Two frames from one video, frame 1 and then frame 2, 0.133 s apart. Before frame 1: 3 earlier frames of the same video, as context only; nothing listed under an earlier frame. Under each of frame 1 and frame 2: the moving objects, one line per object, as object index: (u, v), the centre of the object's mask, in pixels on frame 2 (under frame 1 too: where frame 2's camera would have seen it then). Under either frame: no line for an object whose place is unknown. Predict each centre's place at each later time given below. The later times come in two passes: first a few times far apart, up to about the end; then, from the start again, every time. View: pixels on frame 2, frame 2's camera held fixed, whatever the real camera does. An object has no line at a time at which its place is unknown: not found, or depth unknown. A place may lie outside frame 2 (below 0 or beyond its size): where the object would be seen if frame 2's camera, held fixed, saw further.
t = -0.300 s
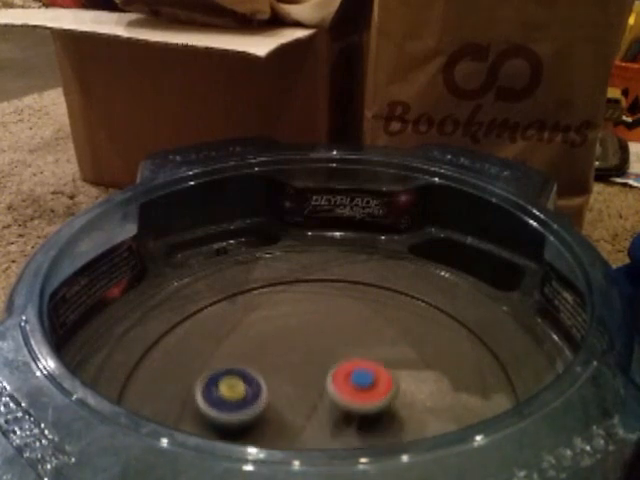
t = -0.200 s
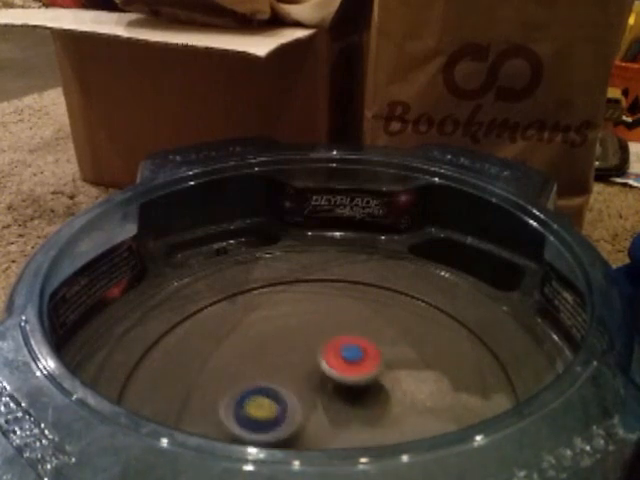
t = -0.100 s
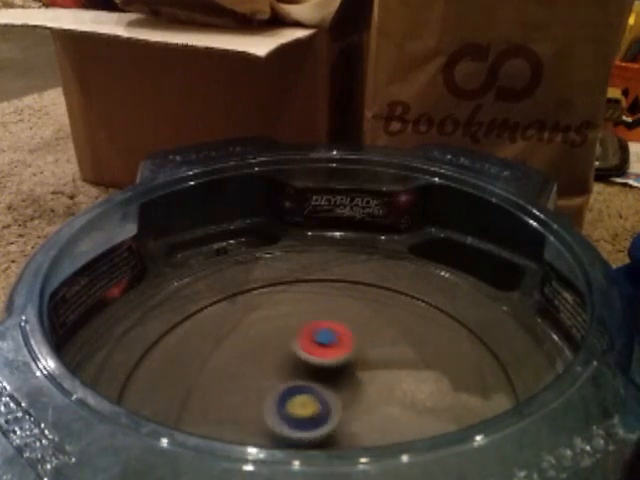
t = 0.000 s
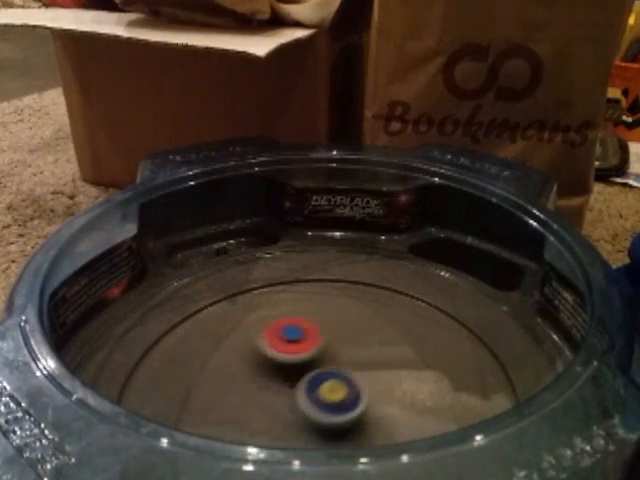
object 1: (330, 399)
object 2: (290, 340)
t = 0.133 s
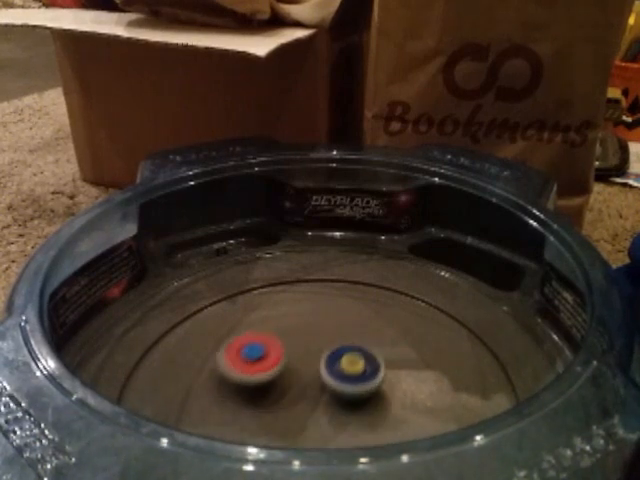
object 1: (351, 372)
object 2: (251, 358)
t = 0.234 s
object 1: (344, 351)
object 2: (243, 387)
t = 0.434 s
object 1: (296, 344)
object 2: (310, 422)
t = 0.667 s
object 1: (285, 389)
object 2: (384, 388)
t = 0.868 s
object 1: (330, 412)
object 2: (354, 343)
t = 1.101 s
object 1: (382, 396)
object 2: (270, 356)
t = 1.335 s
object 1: (347, 372)
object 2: (270, 423)
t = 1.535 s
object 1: (306, 388)
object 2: (354, 429)
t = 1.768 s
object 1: (287, 420)
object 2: (384, 378)
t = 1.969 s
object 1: (316, 428)
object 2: (314, 348)
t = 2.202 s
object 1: (332, 410)
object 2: (236, 384)
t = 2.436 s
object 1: (297, 379)
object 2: (281, 431)
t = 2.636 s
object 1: (257, 381)
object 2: (355, 420)
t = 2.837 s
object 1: (258, 410)
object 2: (363, 367)
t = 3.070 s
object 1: (313, 395)
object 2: (292, 339)
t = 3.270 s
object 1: (328, 365)
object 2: (239, 369)
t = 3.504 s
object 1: (295, 352)
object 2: (285, 421)
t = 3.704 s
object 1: (279, 383)
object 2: (360, 413)
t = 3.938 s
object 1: (326, 405)
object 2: (370, 358)
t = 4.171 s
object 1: (370, 394)
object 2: (301, 344)
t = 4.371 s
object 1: (353, 369)
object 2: (255, 389)
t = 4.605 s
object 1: (305, 379)
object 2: (305, 429)
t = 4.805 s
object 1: (285, 410)
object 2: (374, 419)
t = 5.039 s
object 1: (316, 426)
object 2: (360, 362)
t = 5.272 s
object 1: (342, 407)
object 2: (273, 355)
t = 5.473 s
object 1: (321, 381)
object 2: (234, 401)
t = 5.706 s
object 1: (279, 369)
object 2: (308, 430)
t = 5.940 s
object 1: (255, 394)
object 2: (368, 388)
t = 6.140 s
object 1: (285, 407)
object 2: (330, 342)
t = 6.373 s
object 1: (330, 392)
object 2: (255, 352)
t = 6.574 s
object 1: (341, 366)
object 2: (252, 408)
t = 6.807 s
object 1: (306, 357)
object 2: (344, 421)
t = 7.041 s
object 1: (286, 385)
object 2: (382, 371)
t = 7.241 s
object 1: (307, 411)
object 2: (330, 342)
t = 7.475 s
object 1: (354, 415)
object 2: (257, 375)
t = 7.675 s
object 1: (361, 387)
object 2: (274, 424)
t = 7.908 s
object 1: (316, 374)
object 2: (354, 425)
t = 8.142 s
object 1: (268, 391)
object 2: (364, 376)
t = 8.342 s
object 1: (270, 415)
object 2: (302, 354)
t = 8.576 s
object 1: (313, 415)
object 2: (242, 386)
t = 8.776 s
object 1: (327, 385)
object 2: (280, 423)
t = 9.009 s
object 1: (299, 362)
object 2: (350, 408)
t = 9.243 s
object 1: (268, 384)
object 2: (351, 357)
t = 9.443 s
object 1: (302, 403)
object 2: (297, 343)
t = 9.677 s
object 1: (348, 394)
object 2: (255, 386)
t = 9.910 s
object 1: (346, 366)
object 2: (309, 421)
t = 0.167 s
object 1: (351, 364)
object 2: (245, 367)
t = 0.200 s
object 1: (348, 357)
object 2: (243, 377)
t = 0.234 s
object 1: (344, 351)
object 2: (243, 387)
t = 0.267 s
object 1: (337, 346)
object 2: (247, 398)
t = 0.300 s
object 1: (330, 342)
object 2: (255, 408)
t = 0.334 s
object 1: (323, 340)
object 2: (267, 415)
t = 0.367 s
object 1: (314, 340)
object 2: (281, 419)
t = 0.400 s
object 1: (305, 340)
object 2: (295, 421)
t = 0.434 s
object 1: (296, 344)
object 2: (310, 422)
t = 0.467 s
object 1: (289, 348)
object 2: (326, 422)
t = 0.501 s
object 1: (283, 353)
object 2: (340, 420)
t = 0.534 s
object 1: (278, 361)
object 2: (353, 417)
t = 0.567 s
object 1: (276, 368)
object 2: (364, 412)
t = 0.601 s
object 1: (277, 376)
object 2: (373, 405)
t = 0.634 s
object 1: (280, 383)
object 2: (381, 396)
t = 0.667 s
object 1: (285, 389)
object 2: (384, 388)
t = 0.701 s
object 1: (290, 394)
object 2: (385, 378)
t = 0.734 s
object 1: (297, 399)
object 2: (383, 369)
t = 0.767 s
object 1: (304, 404)
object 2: (379, 361)
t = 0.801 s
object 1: (312, 408)
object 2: (372, 354)
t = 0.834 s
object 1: (320, 411)
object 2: (364, 348)
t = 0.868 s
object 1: (330, 412)
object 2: (354, 343)
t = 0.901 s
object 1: (339, 413)
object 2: (344, 339)
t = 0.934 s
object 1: (347, 414)
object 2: (332, 338)
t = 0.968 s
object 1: (357, 412)
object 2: (318, 338)
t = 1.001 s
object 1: (365, 411)
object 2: (305, 340)
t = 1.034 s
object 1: (373, 407)
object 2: (293, 343)
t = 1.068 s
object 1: (379, 402)
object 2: (280, 349)
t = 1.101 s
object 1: (382, 396)
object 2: (270, 356)
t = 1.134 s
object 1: (384, 391)
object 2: (260, 365)
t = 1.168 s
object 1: (383, 386)
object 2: (254, 375)
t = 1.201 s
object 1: (378, 382)
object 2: (250, 385)
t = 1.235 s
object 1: (372, 377)
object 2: (250, 397)
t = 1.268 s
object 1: (365, 374)
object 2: (253, 409)
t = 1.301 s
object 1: (357, 373)
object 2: (261, 417)
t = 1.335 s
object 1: (347, 372)
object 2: (270, 423)
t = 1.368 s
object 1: (338, 373)
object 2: (283, 427)
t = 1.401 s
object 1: (330, 374)
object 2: (298, 430)
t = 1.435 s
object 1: (323, 376)
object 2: (313, 431)
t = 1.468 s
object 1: (318, 380)
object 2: (328, 432)
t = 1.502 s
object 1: (312, 384)
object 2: (341, 431)
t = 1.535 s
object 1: (306, 388)
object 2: (354, 429)
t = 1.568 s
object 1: (298, 393)
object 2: (366, 426)
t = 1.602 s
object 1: (293, 397)
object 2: (376, 421)
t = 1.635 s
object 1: (289, 401)
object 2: (384, 416)
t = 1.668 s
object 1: (286, 407)
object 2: (390, 408)
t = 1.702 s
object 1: (284, 412)
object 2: (391, 398)
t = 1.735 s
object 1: (285, 416)
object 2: (390, 388)
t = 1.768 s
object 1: (287, 420)
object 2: (384, 378)
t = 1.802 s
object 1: (291, 423)
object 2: (376, 370)
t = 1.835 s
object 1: (295, 425)
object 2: (367, 363)
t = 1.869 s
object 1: (300, 427)
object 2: (355, 356)
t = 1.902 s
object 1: (305, 427)
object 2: (343, 352)
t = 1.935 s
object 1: (310, 428)
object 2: (329, 349)
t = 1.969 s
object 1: (316, 428)
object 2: (314, 348)
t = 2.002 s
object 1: (320, 427)
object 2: (301, 348)
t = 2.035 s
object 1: (325, 425)
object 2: (288, 350)
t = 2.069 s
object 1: (328, 424)
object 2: (273, 354)
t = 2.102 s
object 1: (331, 421)
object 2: (260, 360)
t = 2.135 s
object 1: (333, 418)
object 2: (250, 366)
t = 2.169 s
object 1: (333, 414)
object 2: (242, 374)
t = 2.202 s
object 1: (332, 410)
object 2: (236, 384)
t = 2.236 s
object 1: (330, 404)
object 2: (233, 395)
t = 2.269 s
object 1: (326, 399)
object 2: (233, 405)
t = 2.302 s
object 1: (323, 394)
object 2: (237, 413)
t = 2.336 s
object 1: (317, 390)
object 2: (245, 420)
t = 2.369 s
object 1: (310, 386)
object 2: (257, 424)
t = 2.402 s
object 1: (304, 382)
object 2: (269, 429)
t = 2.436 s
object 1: (297, 379)
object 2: (281, 431)
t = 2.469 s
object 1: (289, 378)
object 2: (294, 432)
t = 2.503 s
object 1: (282, 376)
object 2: (308, 432)
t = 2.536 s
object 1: (276, 375)
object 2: (321, 431)
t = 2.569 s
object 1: (269, 376)
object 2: (334, 429)
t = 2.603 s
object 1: (262, 378)
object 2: (345, 425)
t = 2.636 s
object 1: (257, 381)
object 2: (355, 420)
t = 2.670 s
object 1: (253, 386)
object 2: (363, 414)
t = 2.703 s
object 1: (252, 391)
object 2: (368, 404)
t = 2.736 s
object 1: (253, 396)
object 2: (370, 394)
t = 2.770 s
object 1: (254, 401)
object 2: (371, 385)
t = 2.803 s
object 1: (256, 408)
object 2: (367, 376)
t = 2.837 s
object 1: (258, 410)
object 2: (363, 367)
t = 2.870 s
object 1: (265, 410)
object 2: (356, 360)
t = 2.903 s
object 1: (274, 411)
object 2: (346, 352)
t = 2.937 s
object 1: (285, 409)
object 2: (336, 347)
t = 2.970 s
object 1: (294, 407)
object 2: (326, 343)
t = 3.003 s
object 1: (302, 404)
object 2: (314, 341)
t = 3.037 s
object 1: (307, 399)
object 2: (303, 339)
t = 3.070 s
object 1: (313, 395)
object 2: (292, 339)
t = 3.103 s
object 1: (318, 391)
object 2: (279, 340)
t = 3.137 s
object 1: (321, 386)
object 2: (268, 344)
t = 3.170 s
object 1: (324, 380)
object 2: (258, 348)
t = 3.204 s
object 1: (326, 376)
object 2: (250, 354)
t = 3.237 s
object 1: (328, 370)
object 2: (243, 361)
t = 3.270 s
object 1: (328, 365)
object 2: (239, 369)
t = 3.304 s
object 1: (326, 361)
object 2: (237, 379)
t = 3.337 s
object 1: (323, 358)
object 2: (237, 388)
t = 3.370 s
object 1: (318, 355)
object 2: (241, 398)
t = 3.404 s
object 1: (313, 353)
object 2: (250, 409)
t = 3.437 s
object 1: (307, 352)
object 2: (261, 415)
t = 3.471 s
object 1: (301, 352)
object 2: (273, 419)
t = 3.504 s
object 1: (295, 352)
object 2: (285, 421)
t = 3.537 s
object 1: (287, 355)
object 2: (298, 423)
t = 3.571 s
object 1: (281, 360)
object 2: (312, 423)
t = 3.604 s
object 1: (276, 365)
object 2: (326, 422)
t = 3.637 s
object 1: (275, 372)
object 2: (337, 421)
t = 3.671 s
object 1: (277, 377)
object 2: (349, 417)
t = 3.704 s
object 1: (279, 383)
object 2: (360, 413)
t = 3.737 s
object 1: (283, 387)
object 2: (369, 406)
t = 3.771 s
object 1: (288, 392)
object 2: (375, 398)
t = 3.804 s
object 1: (295, 396)
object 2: (380, 390)
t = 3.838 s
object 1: (302, 399)
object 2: (381, 381)
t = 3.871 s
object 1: (310, 401)
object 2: (380, 373)
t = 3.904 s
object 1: (318, 404)
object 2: (376, 365)
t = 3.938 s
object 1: (326, 405)
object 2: (370, 358)
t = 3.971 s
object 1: (334, 406)
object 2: (363, 352)
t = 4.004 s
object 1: (342, 407)
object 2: (355, 347)
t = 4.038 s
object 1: (349, 406)
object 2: (345, 343)
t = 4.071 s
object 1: (356, 405)
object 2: (334, 341)
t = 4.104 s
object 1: (362, 401)
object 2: (324, 341)
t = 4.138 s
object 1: (367, 398)
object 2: (311, 342)
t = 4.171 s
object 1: (370, 394)
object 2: (301, 344)
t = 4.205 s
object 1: (372, 389)
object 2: (289, 348)
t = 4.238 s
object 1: (371, 385)
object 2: (278, 354)
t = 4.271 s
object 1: (368, 380)
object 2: (269, 361)
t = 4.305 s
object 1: (365, 375)
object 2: (262, 370)
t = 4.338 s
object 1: (360, 372)
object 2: (258, 380)
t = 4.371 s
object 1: (353, 369)
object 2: (255, 389)
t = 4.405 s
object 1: (346, 368)
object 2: (255, 399)
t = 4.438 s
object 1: (338, 368)
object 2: (256, 407)
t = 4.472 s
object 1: (330, 369)
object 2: (263, 414)
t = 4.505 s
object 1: (322, 371)
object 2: (271, 419)
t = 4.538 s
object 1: (316, 374)
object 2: (281, 424)
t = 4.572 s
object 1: (310, 377)
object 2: (292, 427)
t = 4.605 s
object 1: (305, 379)
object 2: (305, 429)
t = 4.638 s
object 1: (300, 383)
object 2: (317, 430)
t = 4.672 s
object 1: (295, 388)
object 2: (330, 431)
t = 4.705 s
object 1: (291, 393)
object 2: (342, 430)
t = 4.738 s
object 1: (288, 399)
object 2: (355, 427)
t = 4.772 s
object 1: (286, 404)
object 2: (366, 423)
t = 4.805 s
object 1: (285, 410)
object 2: (374, 419)
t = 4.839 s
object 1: (286, 415)
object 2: (382, 412)
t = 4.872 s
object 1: (288, 418)
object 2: (385, 403)
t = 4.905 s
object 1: (292, 422)
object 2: (385, 394)
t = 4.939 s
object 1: (297, 424)
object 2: (382, 385)
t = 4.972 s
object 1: (303, 425)
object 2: (376, 377)
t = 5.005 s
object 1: (310, 426)
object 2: (369, 369)
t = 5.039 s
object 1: (316, 426)
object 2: (360, 362)
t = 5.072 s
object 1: (322, 425)
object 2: (349, 357)
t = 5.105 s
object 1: (328, 424)
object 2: (336, 352)
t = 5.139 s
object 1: (333, 422)
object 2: (325, 350)
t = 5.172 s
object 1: (337, 420)
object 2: (311, 349)
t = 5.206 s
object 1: (340, 417)
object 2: (299, 350)
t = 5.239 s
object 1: (342, 413)
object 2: (286, 351)
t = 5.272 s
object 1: (342, 407)
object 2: (273, 355)
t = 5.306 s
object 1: (340, 402)
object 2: (261, 360)
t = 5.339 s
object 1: (338, 398)
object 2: (252, 366)
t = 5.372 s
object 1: (335, 394)
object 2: (243, 373)
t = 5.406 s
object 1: (331, 389)
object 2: (237, 382)
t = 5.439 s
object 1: (327, 384)
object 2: (234, 392)
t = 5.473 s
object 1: (321, 381)
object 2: (234, 401)
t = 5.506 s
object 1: (315, 378)
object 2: (237, 410)
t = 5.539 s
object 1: (310, 374)
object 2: (245, 418)
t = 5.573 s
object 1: (303, 372)
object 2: (255, 422)
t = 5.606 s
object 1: (298, 371)
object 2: (267, 426)
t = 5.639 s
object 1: (292, 369)
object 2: (280, 429)
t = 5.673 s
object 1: (285, 368)
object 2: (293, 430)
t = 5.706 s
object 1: (279, 369)
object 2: (308, 430)
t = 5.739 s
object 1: (273, 370)
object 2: (321, 428)
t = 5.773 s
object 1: (268, 373)
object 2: (334, 426)
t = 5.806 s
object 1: (263, 376)
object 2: (345, 422)
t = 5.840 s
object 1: (258, 380)
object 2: (354, 416)
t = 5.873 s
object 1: (255, 384)
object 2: (362, 409)
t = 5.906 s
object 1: (254, 389)
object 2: (366, 399)
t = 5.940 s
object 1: (255, 394)
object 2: (368, 388)
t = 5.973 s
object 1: (258, 400)
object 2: (366, 377)
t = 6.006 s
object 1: (260, 404)
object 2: (363, 368)
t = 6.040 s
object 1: (262, 406)
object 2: (357, 360)
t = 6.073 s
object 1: (269, 407)
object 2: (349, 352)
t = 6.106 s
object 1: (277, 407)
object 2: (341, 347)
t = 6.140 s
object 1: (285, 407)
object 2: (330, 342)
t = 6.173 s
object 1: (293, 407)
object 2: (320, 340)
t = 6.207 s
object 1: (301, 406)
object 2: (308, 338)
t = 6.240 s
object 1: (307, 404)
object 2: (296, 337)
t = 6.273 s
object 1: (313, 401)
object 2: (284, 338)
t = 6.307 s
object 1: (321, 398)
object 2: (272, 342)
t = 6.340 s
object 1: (326, 395)
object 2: (263, 346)
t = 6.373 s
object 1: (330, 392)
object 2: (255, 352)
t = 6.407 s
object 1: (335, 388)
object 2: (248, 359)
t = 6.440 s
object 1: (338, 384)
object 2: (242, 367)
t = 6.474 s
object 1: (340, 379)
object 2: (240, 377)
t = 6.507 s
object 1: (342, 375)
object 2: (241, 387)
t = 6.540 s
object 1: (342, 370)
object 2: (244, 397)
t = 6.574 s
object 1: (341, 366)
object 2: (252, 408)
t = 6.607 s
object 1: (337, 363)
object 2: (263, 415)
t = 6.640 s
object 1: (334, 360)
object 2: (276, 420)
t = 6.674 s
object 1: (329, 357)
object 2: (289, 422)
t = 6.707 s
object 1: (324, 355)
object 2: (303, 424)
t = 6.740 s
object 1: (318, 355)
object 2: (317, 424)
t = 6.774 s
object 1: (312, 356)
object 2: (330, 423)
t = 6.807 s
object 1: (306, 357)
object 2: (344, 421)
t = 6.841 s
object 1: (300, 359)
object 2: (357, 418)
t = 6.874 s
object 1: (294, 362)
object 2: (367, 413)
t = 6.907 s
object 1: (290, 366)
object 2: (376, 406)
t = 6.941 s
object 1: (287, 370)
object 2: (383, 397)
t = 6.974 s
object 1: (286, 375)
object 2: (387, 389)
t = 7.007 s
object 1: (285, 380)
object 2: (386, 380)
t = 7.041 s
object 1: (286, 385)
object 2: (382, 371)
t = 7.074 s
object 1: (287, 390)
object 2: (378, 363)
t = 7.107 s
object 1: (289, 395)
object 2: (371, 357)
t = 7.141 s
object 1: (293, 399)
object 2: (364, 351)
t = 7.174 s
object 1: (297, 404)
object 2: (354, 346)
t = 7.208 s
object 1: (301, 408)
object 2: (342, 343)
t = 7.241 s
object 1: (307, 411)
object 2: (330, 342)
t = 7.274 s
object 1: (313, 413)
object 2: (319, 342)
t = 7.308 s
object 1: (318, 415)
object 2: (306, 344)
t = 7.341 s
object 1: (326, 417)
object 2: (295, 347)
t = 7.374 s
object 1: (333, 418)
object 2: (283, 352)
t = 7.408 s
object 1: (340, 418)
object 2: (272, 358)
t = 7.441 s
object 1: (347, 417)
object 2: (263, 366)
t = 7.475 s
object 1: (354, 415)
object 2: (257, 375)
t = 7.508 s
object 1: (359, 412)
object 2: (253, 384)
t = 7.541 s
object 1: (363, 408)
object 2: (252, 394)
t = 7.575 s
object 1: (365, 404)
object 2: (251, 405)
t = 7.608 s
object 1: (366, 397)
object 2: (257, 413)
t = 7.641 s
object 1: (365, 392)
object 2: (264, 419)
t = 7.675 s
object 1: (361, 387)
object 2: (274, 424)
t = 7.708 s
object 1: (356, 382)
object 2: (286, 427)
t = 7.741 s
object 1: (349, 378)
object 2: (296, 429)
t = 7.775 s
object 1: (343, 376)
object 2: (310, 430)
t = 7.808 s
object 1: (336, 374)
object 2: (322, 430)
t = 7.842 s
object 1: (330, 373)
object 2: (334, 429)
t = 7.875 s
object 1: (323, 374)
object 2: (344, 428)
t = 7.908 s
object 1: (316, 374)
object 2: (354, 425)
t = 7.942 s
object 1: (308, 376)
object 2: (363, 421)
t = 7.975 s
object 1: (301, 376)
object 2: (370, 416)
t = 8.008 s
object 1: (293, 378)
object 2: (375, 409)
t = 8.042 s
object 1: (286, 381)
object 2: (376, 401)
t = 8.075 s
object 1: (279, 383)
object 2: (374, 392)
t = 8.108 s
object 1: (273, 387)
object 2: (370, 384)
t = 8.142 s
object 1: (268, 391)
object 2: (364, 376)
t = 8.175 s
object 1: (265, 397)
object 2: (356, 369)
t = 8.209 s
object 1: (261, 403)
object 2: (347, 364)
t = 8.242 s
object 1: (258, 407)
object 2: (337, 359)
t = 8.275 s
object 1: (260, 410)
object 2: (326, 356)
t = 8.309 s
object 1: (265, 413)
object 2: (313, 354)
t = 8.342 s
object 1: (270, 415)
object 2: (302, 354)
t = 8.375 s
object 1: (275, 416)
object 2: (290, 354)
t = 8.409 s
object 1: (282, 418)
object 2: (278, 356)
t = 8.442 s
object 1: (288, 419)
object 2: (268, 360)
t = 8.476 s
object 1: (294, 419)
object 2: (259, 365)
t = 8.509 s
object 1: (301, 419)
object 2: (251, 371)
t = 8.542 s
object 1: (308, 417)
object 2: (245, 378)
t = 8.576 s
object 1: (313, 415)
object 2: (242, 386)
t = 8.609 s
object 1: (318, 411)
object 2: (241, 394)
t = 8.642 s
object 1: (321, 406)
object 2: (243, 403)
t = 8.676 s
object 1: (324, 402)
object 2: (249, 411)
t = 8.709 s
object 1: (326, 397)
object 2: (257, 417)
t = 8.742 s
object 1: (327, 390)
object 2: (268, 421)
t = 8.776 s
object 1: (327, 385)
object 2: (280, 423)
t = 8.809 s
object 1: (325, 379)
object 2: (292, 424)
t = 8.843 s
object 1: (322, 375)
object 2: (303, 424)
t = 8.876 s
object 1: (319, 371)
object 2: (314, 423)
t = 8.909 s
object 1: (315, 367)
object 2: (325, 421)
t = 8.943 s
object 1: (311, 364)
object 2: (334, 419)
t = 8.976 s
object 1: (305, 363)
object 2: (342, 414)
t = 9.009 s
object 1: (299, 362)
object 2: (350, 408)
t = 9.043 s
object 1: (292, 360)
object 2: (356, 401)
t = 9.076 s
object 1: (286, 360)
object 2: (361, 394)
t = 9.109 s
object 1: (279, 363)
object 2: (363, 386)
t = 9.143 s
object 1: (273, 367)
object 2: (363, 379)
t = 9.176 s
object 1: (270, 373)
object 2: (361, 371)
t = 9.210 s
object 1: (268, 378)
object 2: (357, 364)
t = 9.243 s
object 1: (268, 384)
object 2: (351, 357)
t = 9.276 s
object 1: (270, 389)
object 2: (344, 351)
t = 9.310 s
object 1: (275, 394)
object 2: (335, 347)
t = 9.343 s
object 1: (281, 397)
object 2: (327, 344)
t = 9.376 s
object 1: (288, 400)
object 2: (317, 343)
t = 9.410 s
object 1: (295, 402)
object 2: (308, 342)
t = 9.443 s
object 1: (302, 403)
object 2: (297, 343)
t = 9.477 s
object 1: (309, 403)
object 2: (288, 345)
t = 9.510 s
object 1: (317, 403)
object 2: (278, 349)
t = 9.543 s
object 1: (324, 402)
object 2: (270, 354)
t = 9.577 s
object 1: (331, 400)
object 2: (263, 361)
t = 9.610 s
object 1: (337, 398)
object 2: (259, 369)
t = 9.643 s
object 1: (343, 396)
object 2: (255, 378)
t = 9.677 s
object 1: (348, 394)
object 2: (255, 386)
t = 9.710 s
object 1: (352, 390)
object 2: (257, 395)
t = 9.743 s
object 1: (355, 385)
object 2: (260, 403)
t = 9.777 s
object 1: (356, 381)
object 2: (267, 408)
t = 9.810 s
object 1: (355, 377)
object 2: (275, 413)
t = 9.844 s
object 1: (354, 373)
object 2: (287, 417)
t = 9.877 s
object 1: (350, 369)
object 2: (299, 420)
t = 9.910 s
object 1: (346, 366)
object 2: (309, 421)
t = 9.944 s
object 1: (340, 364)
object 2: (321, 422)
